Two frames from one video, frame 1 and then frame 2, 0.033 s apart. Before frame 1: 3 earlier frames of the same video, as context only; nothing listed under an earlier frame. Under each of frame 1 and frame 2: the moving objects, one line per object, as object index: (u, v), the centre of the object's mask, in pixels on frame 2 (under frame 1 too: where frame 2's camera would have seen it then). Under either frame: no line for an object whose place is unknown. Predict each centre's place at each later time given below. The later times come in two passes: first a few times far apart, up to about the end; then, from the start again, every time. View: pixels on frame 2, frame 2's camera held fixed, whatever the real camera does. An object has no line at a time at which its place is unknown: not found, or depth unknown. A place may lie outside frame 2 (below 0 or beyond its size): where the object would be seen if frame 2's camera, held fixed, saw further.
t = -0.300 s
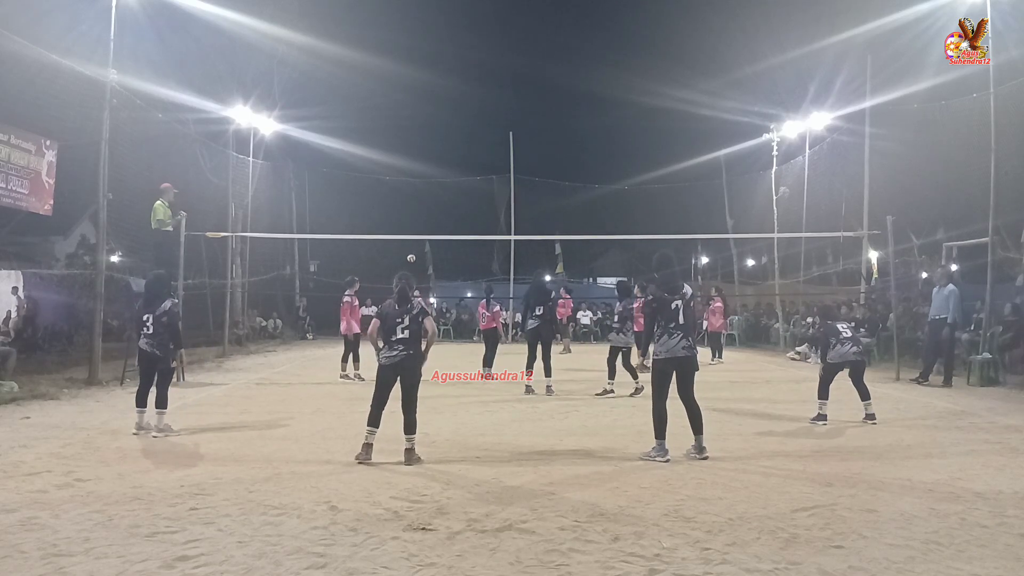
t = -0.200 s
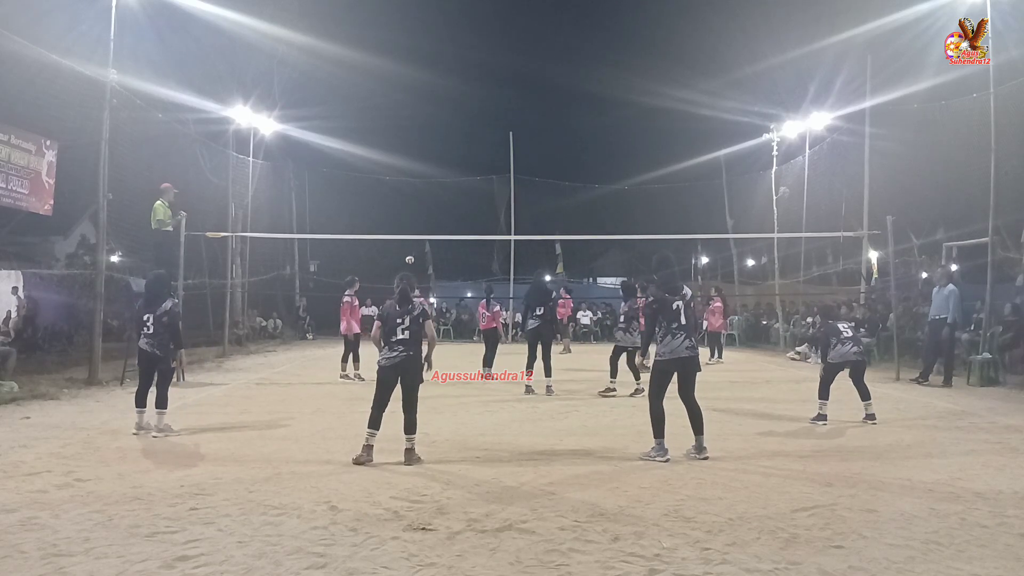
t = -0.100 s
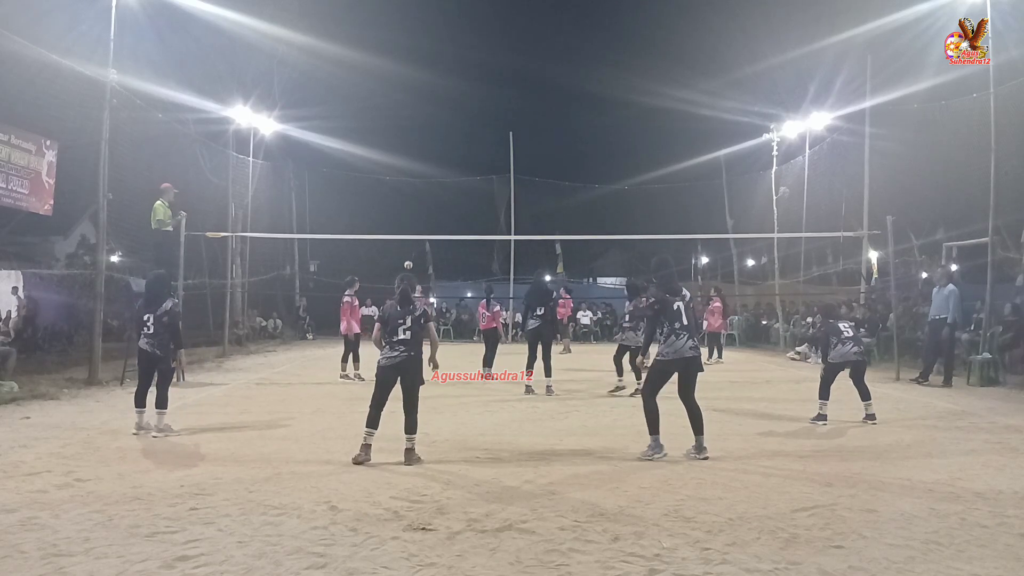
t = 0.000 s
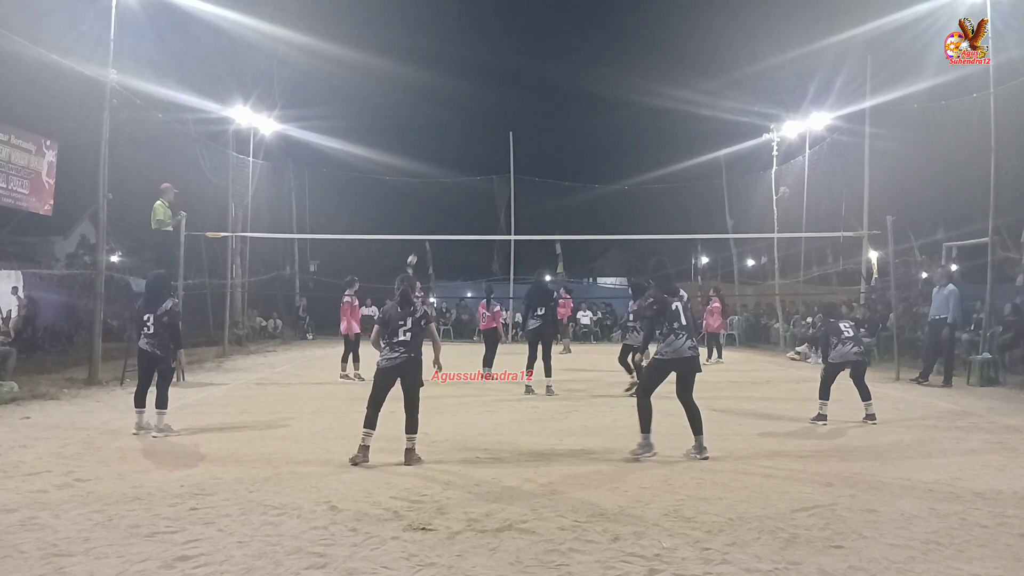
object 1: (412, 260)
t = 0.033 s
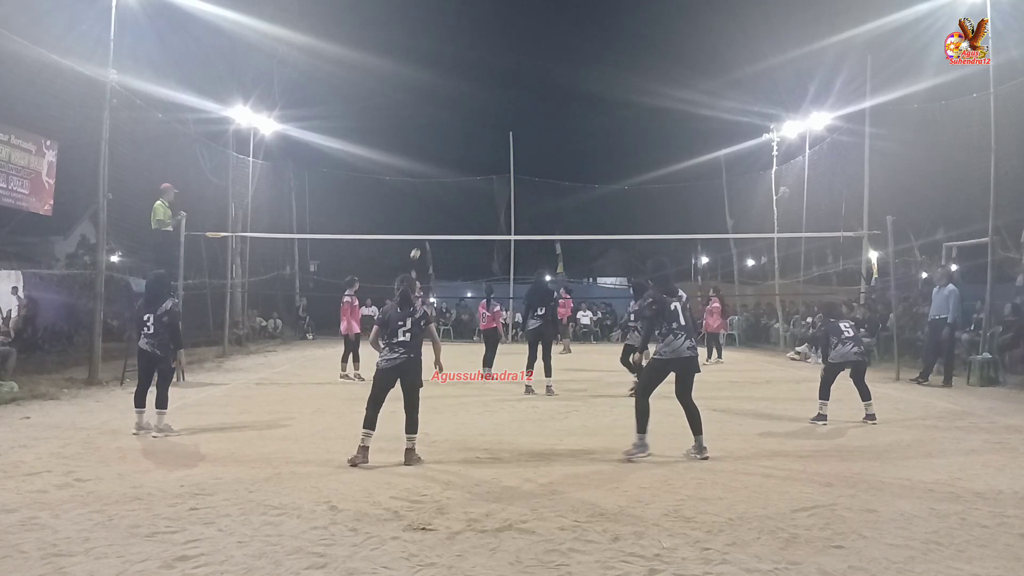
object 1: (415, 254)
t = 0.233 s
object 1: (432, 225)
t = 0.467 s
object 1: (450, 212)
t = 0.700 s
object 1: (471, 229)
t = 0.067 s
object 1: (417, 249)
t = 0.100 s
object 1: (421, 244)
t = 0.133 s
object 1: (423, 239)
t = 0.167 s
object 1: (426, 232)
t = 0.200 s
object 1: (429, 229)
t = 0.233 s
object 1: (432, 225)
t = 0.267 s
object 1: (434, 222)
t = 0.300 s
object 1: (437, 219)
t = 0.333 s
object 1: (440, 217)
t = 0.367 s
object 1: (443, 215)
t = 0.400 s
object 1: (445, 213)
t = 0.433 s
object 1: (448, 212)
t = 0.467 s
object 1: (450, 212)
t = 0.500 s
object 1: (453, 212)
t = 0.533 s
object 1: (456, 214)
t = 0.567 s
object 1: (458, 215)
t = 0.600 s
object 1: (461, 218)
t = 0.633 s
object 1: (465, 221)
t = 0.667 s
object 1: (468, 225)
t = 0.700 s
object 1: (471, 229)
